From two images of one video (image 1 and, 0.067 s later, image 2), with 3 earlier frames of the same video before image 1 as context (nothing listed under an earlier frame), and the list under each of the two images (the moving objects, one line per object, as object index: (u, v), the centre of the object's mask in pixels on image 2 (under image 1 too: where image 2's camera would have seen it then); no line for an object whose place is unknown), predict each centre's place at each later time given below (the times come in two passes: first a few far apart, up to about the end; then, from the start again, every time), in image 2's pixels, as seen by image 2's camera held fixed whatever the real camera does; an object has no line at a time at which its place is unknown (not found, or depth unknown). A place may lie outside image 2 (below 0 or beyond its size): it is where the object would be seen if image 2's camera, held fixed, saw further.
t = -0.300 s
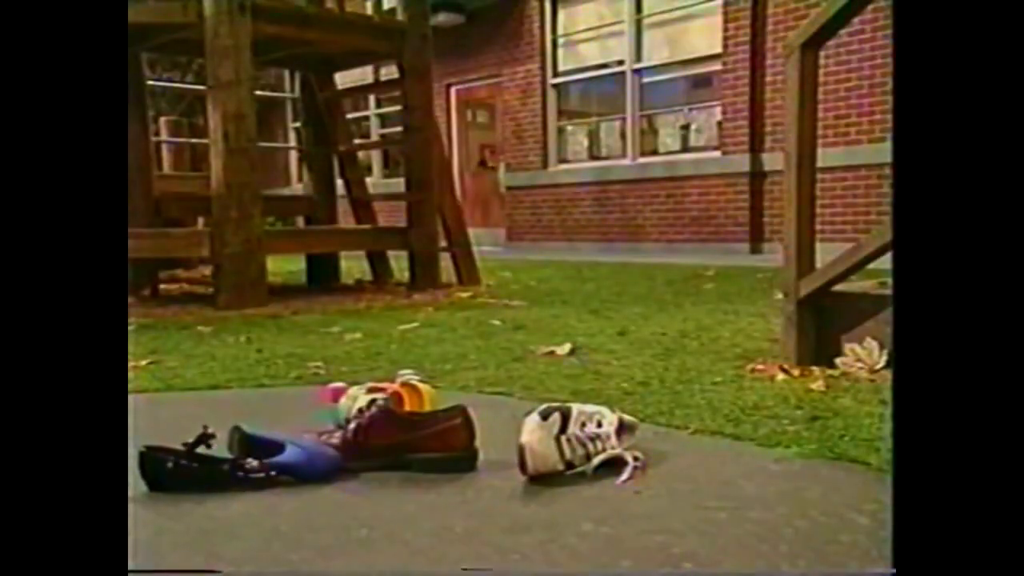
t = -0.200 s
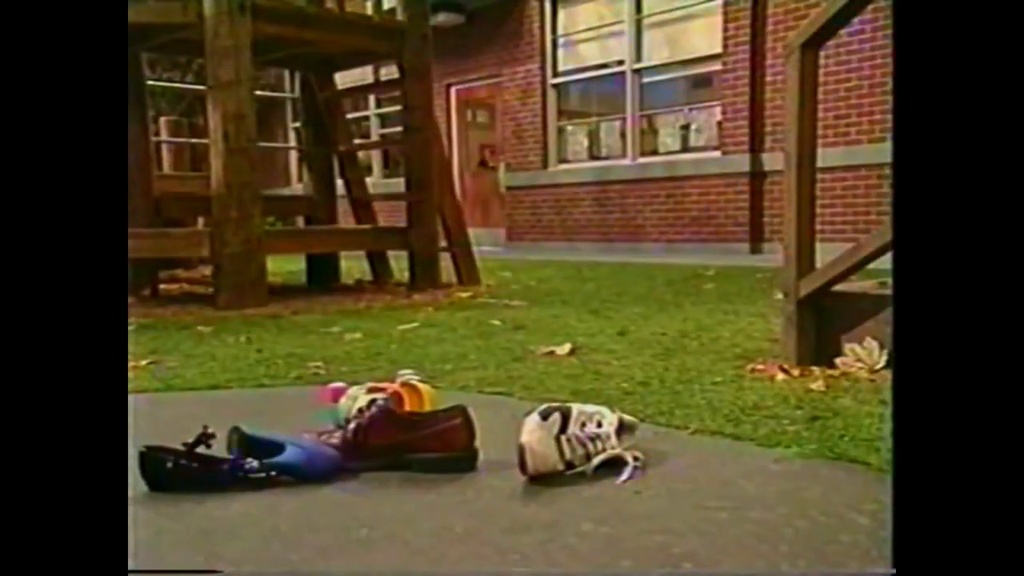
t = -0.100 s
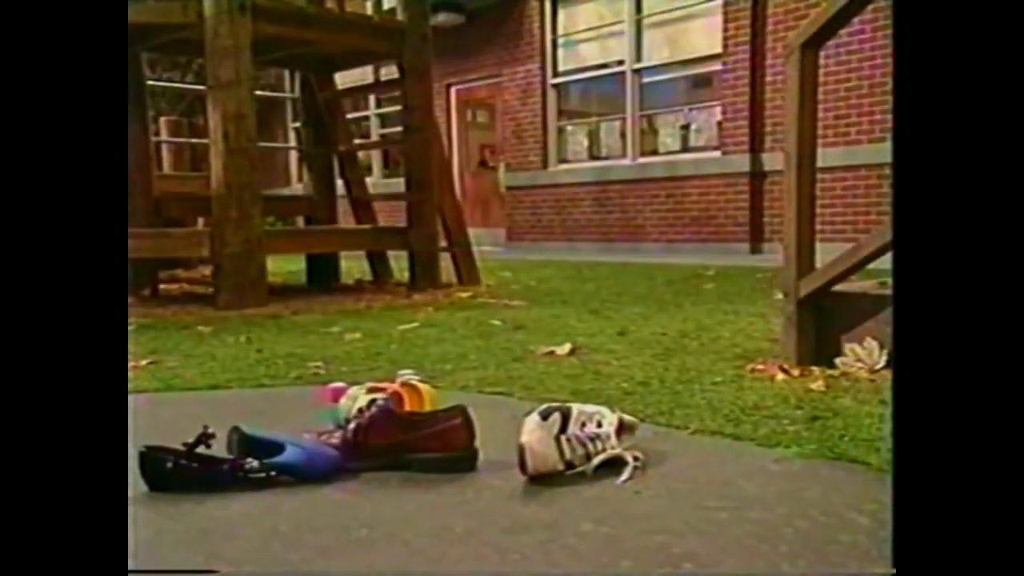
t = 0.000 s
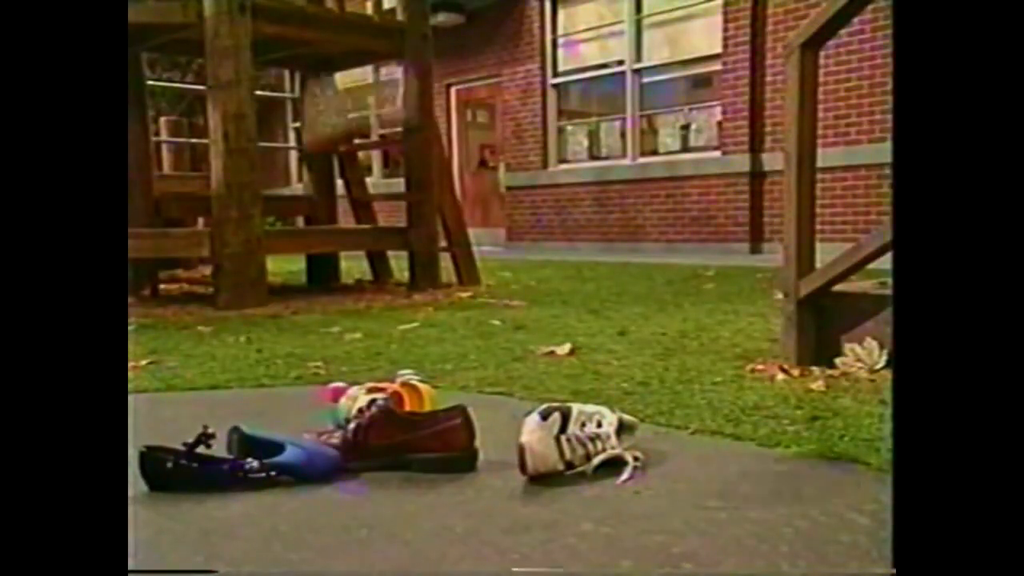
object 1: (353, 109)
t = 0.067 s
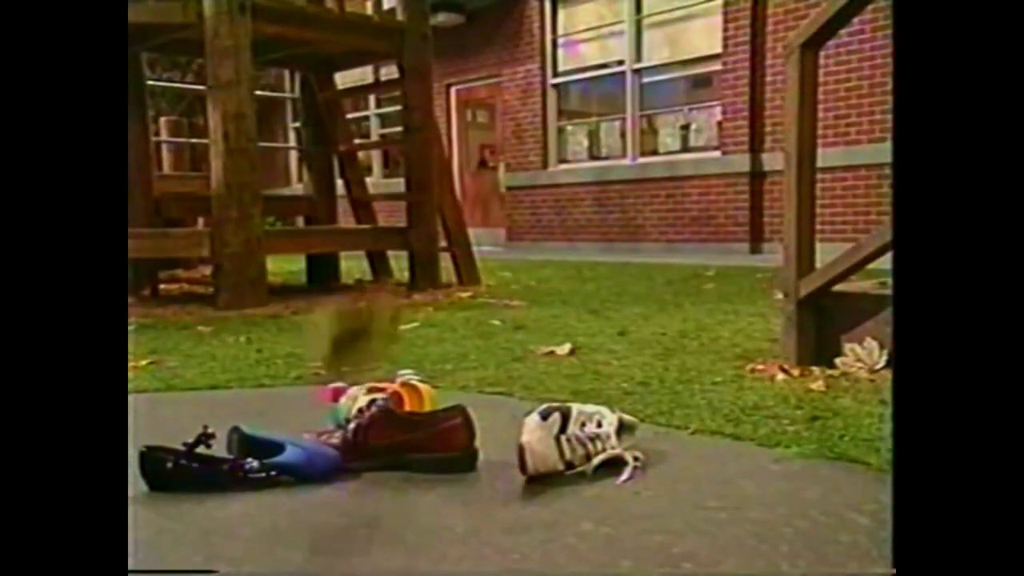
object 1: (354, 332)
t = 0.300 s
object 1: (407, 380)
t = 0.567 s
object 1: (452, 501)
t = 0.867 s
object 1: (464, 498)
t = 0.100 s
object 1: (348, 450)
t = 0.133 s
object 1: (351, 434)
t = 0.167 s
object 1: (362, 409)
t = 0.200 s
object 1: (371, 391)
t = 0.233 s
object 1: (379, 377)
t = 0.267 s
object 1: (393, 375)
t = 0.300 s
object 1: (407, 380)
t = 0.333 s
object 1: (428, 399)
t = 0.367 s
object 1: (441, 418)
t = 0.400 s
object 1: (455, 431)
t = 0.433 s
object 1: (469, 458)
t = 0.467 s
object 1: (477, 481)
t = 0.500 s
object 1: (469, 482)
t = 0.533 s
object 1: (459, 490)
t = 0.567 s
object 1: (452, 501)
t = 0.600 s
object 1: (447, 498)
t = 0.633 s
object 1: (444, 496)
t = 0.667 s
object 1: (441, 496)
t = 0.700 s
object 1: (441, 496)
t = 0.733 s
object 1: (442, 496)
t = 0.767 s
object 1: (446, 498)
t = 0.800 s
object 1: (449, 501)
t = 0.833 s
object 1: (457, 505)
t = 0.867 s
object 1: (464, 498)
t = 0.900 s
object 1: (470, 494)
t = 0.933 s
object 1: (471, 493)
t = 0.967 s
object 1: (470, 494)
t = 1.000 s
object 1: (466, 497)
